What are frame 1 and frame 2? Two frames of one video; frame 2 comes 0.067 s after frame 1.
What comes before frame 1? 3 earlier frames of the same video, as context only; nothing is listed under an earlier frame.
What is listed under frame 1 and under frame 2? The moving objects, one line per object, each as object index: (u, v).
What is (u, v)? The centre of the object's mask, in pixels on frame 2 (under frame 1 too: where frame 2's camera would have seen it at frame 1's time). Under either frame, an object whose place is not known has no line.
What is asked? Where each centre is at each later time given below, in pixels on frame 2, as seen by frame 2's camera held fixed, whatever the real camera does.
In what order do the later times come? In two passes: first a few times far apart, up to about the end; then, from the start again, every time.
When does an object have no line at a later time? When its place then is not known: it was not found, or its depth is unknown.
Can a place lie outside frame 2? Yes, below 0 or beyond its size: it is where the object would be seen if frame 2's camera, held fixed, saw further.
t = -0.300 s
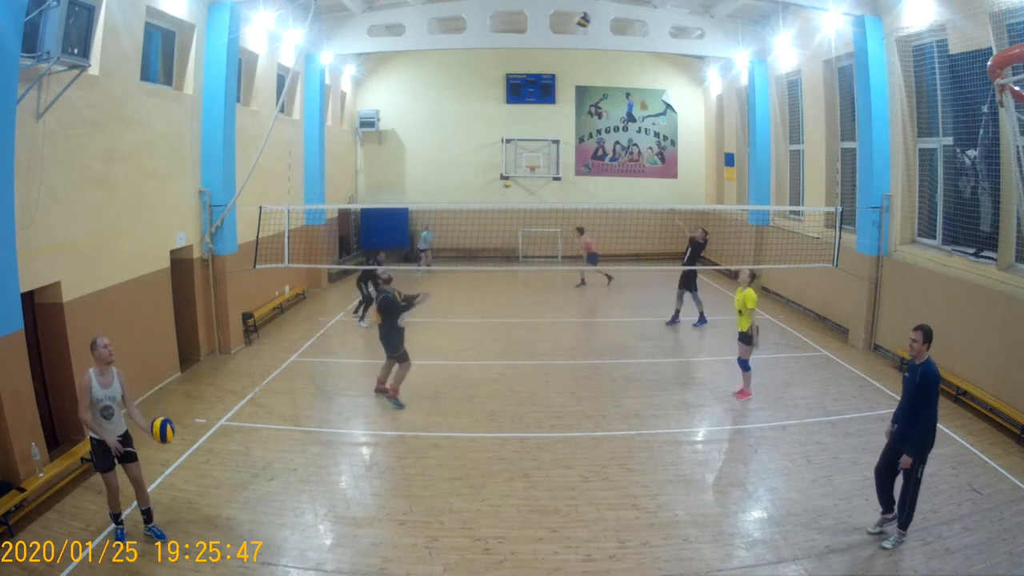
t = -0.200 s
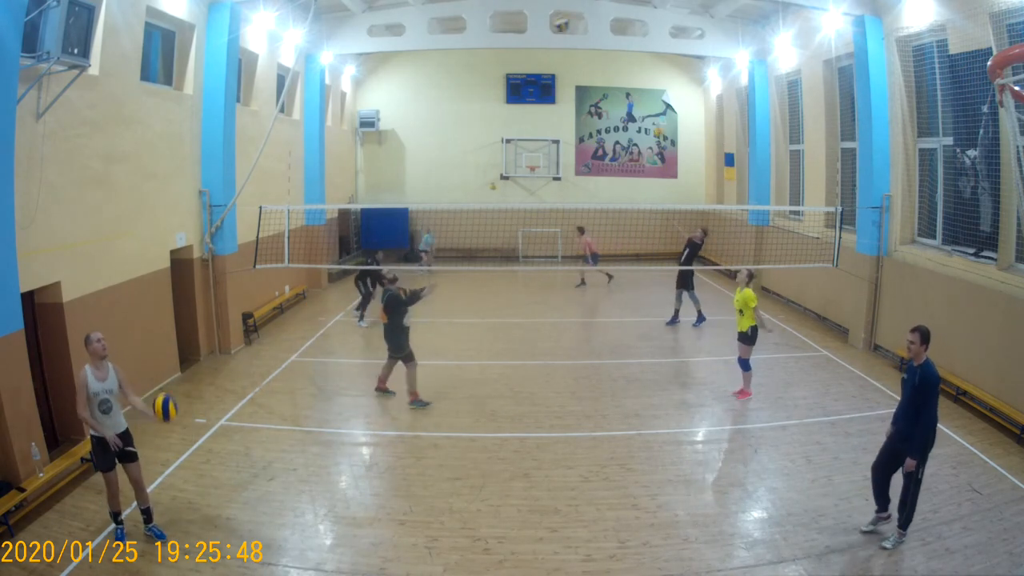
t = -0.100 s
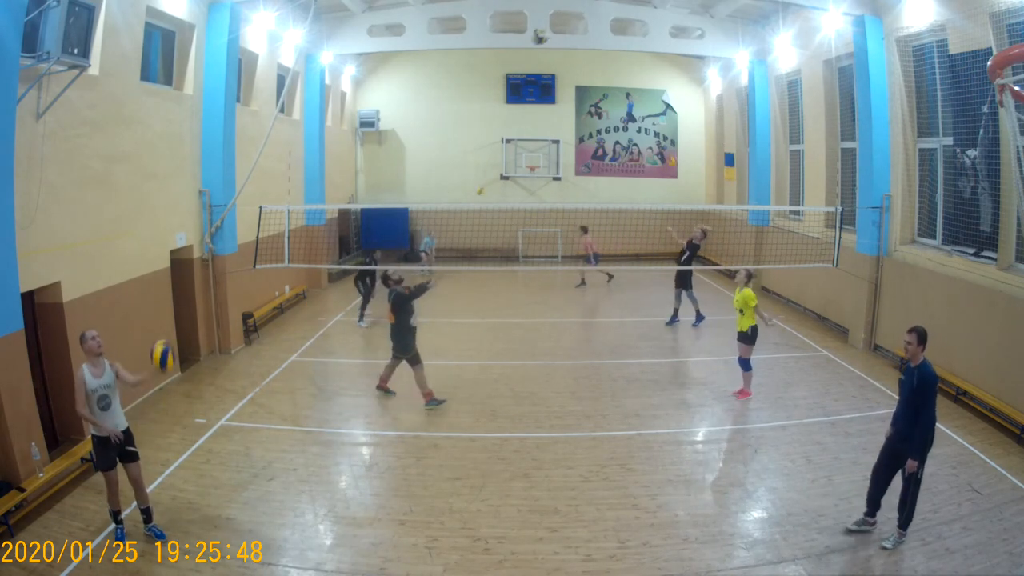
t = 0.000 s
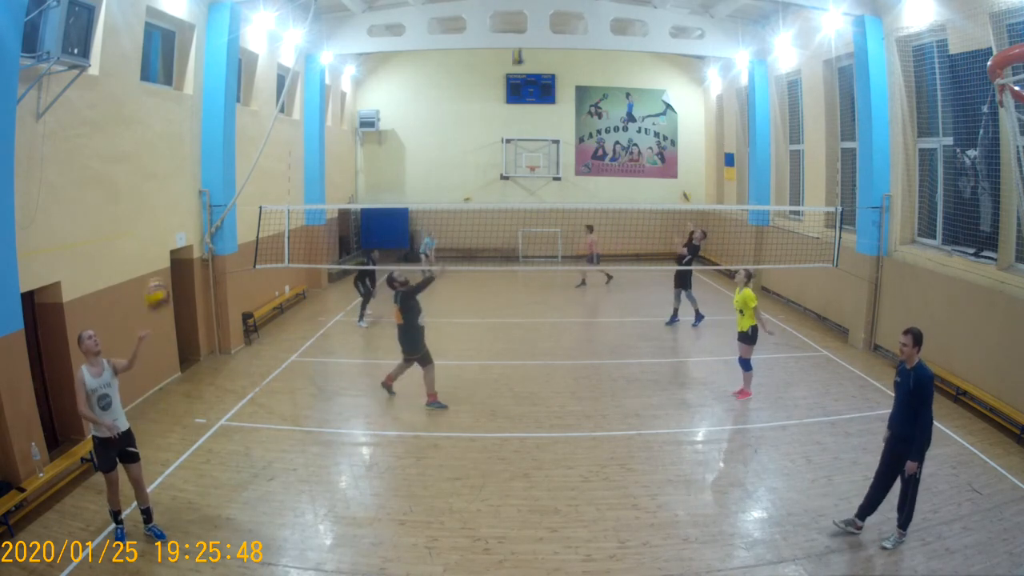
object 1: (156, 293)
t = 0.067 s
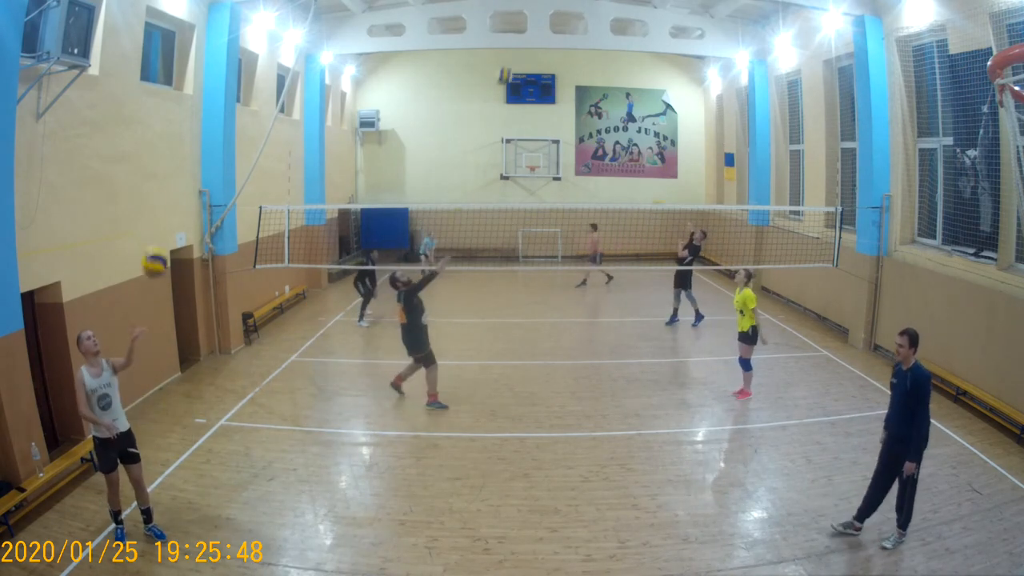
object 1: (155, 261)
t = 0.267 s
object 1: (152, 192)
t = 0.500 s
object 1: (152, 179)
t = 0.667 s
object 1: (154, 216)
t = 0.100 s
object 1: (153, 248)
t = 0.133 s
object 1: (153, 232)
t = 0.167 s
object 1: (152, 220)
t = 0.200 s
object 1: (152, 209)
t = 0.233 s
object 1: (152, 201)
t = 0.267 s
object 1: (152, 192)
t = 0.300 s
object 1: (152, 186)
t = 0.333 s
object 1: (152, 181)
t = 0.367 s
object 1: (152, 178)
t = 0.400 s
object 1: (153, 176)
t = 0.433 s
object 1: (153, 176)
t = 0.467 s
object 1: (152, 177)
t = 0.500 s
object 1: (152, 179)
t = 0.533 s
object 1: (153, 183)
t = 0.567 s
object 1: (153, 189)
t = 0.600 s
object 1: (154, 197)
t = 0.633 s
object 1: (154, 205)
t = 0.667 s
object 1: (154, 216)
